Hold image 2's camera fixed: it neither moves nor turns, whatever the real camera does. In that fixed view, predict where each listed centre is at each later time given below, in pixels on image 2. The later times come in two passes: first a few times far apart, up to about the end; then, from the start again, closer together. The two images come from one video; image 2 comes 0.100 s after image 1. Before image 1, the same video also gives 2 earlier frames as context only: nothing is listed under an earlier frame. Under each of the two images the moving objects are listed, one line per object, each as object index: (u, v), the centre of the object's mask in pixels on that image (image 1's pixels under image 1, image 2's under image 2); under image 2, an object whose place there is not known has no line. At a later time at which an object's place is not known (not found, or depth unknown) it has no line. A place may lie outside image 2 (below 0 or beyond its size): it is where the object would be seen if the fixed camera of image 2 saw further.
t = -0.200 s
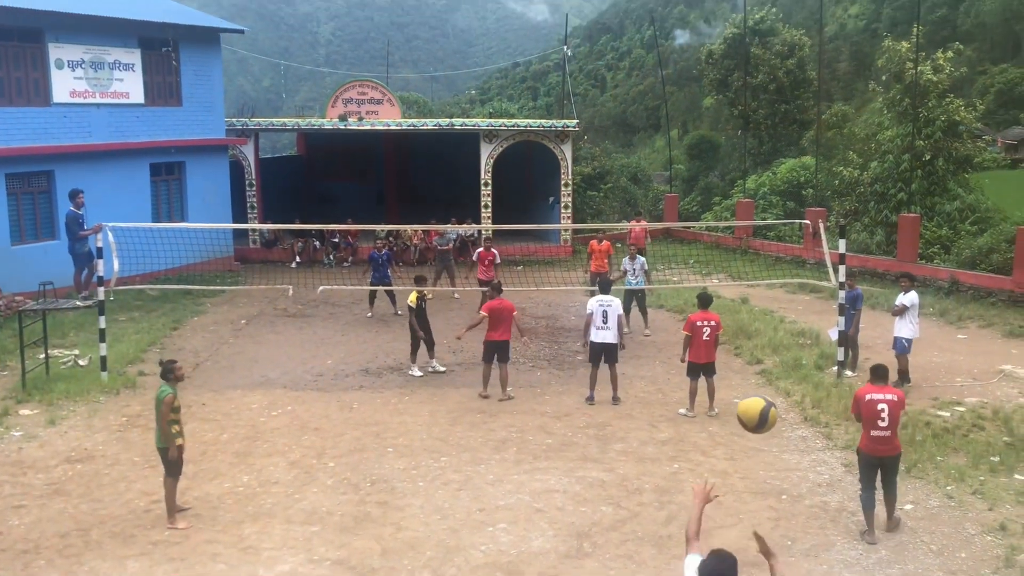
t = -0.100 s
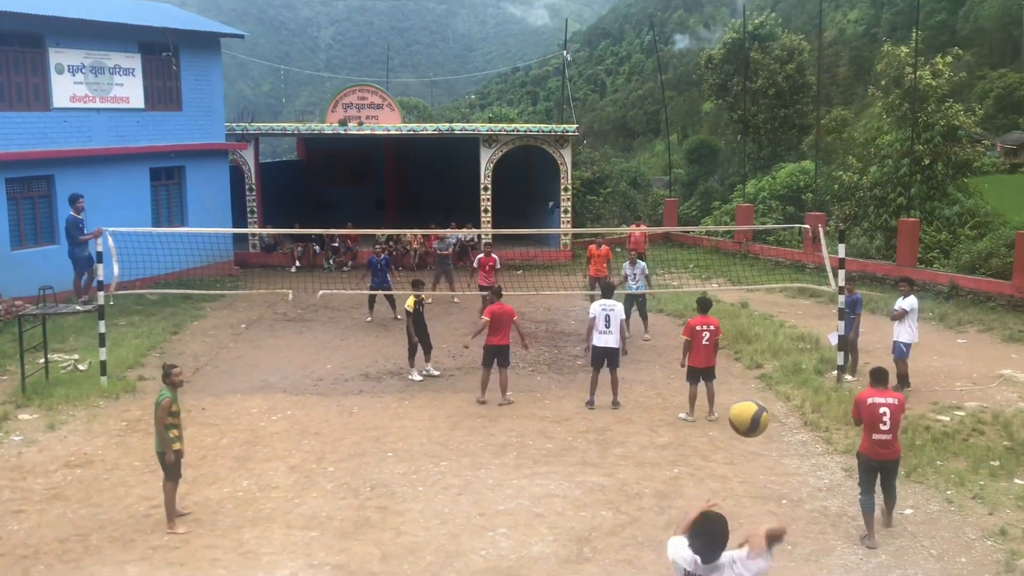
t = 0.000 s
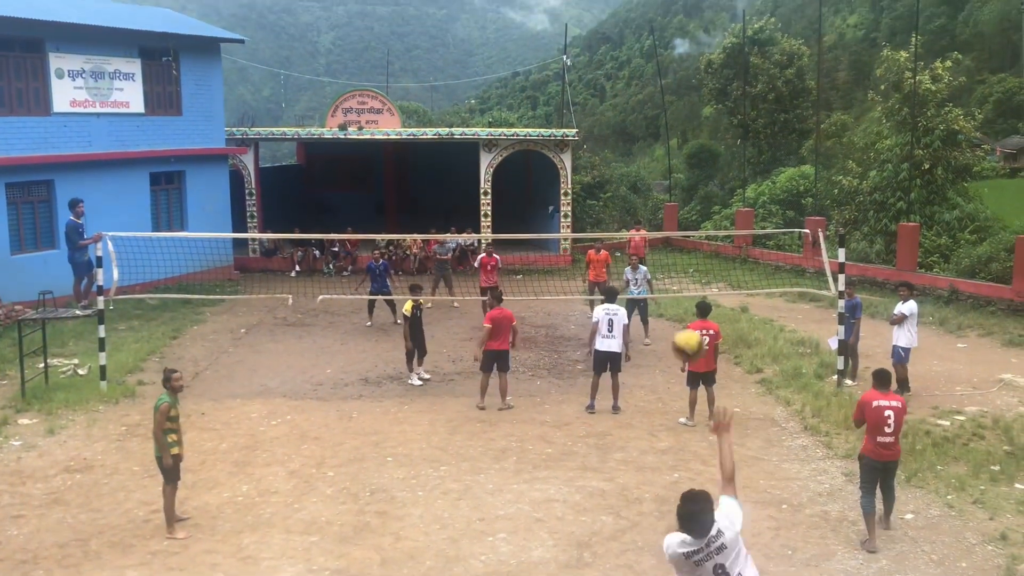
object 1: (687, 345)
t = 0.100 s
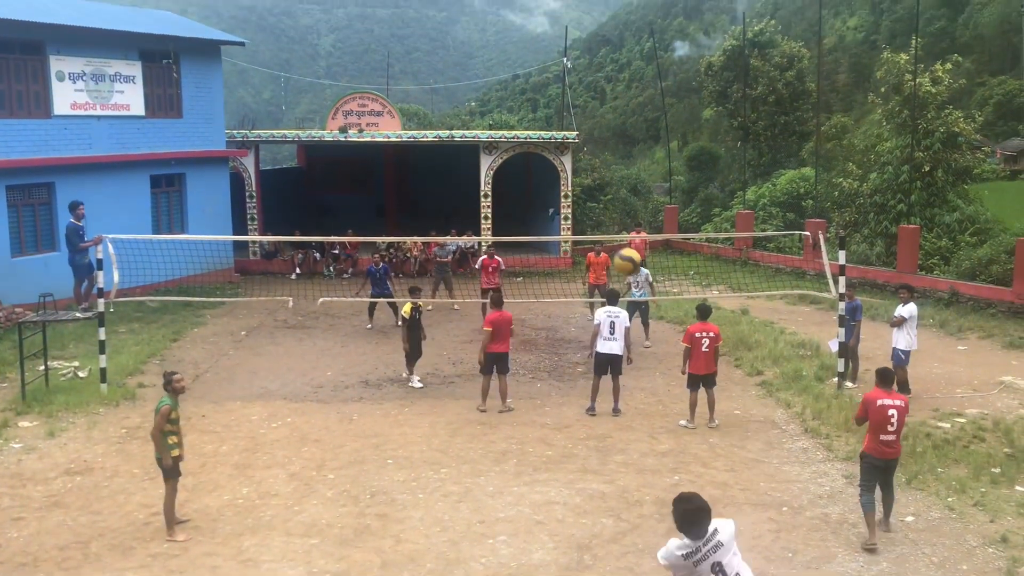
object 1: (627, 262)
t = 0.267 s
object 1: (564, 191)
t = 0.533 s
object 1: (514, 172)
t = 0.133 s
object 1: (612, 242)
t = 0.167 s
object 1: (598, 225)
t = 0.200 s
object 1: (585, 211)
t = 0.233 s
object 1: (575, 200)
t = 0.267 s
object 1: (564, 191)
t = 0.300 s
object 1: (556, 184)
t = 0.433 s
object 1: (532, 173)
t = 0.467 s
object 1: (525, 172)
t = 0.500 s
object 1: (519, 172)
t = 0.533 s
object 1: (514, 172)
